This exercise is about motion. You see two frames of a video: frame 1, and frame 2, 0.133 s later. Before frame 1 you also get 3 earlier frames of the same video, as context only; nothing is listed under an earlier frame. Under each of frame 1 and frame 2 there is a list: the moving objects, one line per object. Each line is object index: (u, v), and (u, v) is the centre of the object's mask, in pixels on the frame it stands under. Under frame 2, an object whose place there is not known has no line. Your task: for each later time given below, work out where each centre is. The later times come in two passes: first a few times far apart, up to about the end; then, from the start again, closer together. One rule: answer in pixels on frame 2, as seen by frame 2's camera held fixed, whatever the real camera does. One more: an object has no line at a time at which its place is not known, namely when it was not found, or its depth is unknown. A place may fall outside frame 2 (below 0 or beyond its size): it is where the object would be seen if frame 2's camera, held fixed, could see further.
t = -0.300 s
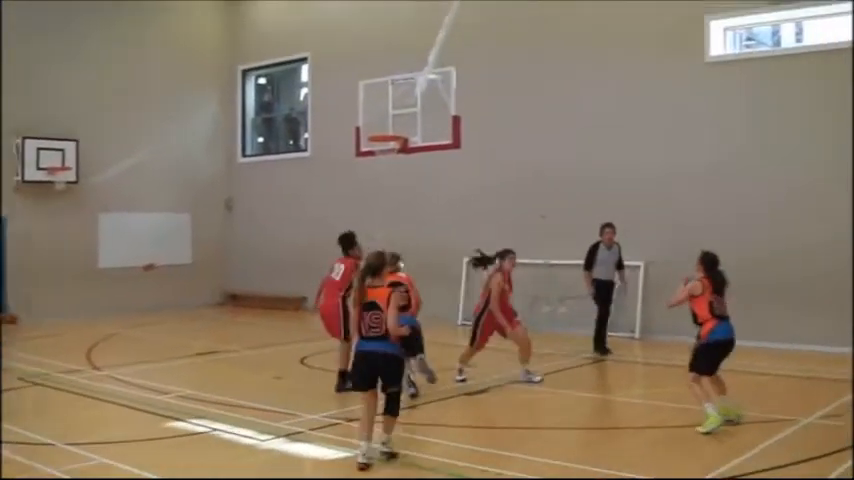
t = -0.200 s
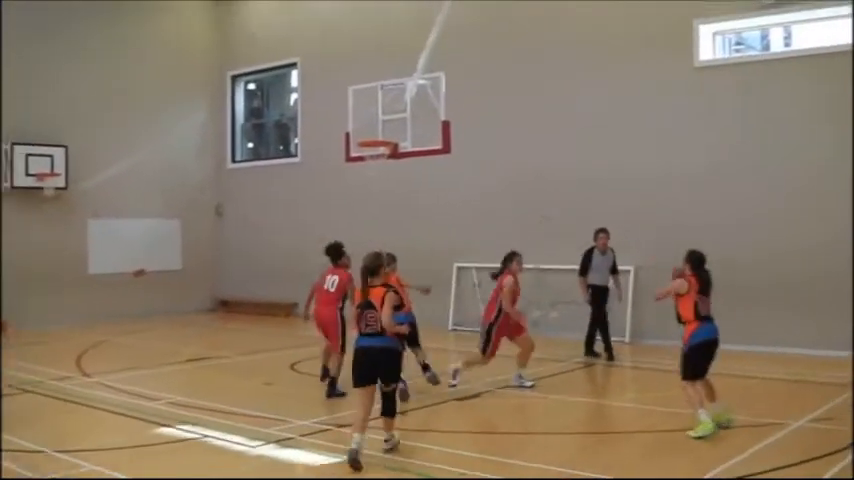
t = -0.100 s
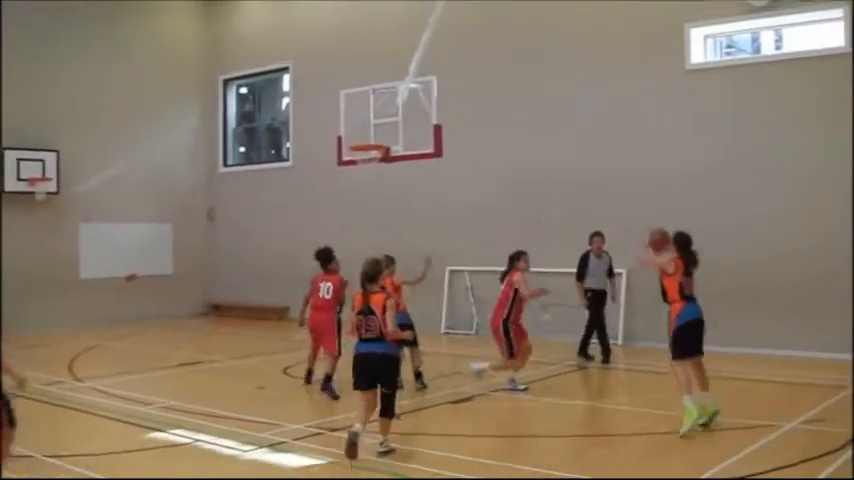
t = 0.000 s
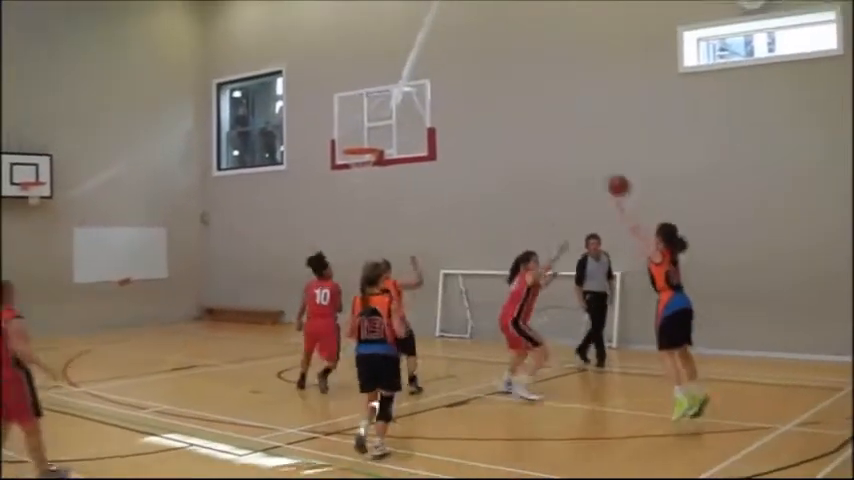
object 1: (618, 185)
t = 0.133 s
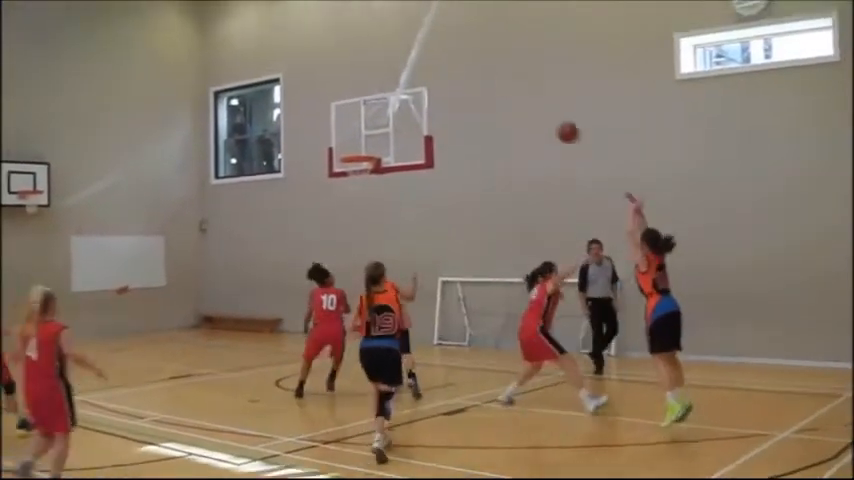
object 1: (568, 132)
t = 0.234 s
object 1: (535, 102)
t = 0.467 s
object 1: (471, 71)
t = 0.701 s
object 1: (419, 85)
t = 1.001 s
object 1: (366, 155)
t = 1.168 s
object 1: (348, 170)
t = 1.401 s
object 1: (363, 179)
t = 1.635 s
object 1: (374, 216)
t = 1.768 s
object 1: (380, 253)
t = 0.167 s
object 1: (556, 121)
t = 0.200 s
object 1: (546, 111)
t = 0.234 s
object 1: (535, 102)
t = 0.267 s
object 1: (525, 94)
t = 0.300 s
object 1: (516, 88)
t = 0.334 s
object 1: (507, 83)
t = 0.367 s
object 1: (497, 78)
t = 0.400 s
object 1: (488, 75)
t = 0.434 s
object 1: (480, 73)
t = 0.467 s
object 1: (471, 71)
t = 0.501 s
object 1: (463, 71)
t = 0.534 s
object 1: (455, 71)
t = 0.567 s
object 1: (448, 72)
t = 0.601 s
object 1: (440, 74)
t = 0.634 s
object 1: (433, 78)
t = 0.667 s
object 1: (426, 81)
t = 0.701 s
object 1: (419, 85)
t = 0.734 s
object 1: (412, 91)
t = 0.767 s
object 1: (405, 97)
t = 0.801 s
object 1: (399, 105)
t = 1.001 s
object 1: (366, 155)
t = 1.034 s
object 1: (358, 169)
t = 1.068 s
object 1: (353, 171)
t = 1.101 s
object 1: (348, 172)
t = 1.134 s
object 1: (347, 170)
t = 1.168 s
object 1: (348, 170)
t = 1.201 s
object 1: (347, 169)
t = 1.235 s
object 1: (350, 170)
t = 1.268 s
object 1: (354, 171)
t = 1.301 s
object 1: (356, 174)
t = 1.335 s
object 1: (359, 175)
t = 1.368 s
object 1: (361, 178)
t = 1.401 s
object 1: (363, 179)
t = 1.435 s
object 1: (365, 183)
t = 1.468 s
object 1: (367, 187)
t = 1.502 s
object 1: (368, 191)
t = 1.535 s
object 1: (370, 196)
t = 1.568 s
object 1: (371, 202)
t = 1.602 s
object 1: (372, 209)
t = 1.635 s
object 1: (374, 216)
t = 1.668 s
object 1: (375, 225)
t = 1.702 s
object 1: (377, 233)
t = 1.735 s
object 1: (378, 243)
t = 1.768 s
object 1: (380, 253)
